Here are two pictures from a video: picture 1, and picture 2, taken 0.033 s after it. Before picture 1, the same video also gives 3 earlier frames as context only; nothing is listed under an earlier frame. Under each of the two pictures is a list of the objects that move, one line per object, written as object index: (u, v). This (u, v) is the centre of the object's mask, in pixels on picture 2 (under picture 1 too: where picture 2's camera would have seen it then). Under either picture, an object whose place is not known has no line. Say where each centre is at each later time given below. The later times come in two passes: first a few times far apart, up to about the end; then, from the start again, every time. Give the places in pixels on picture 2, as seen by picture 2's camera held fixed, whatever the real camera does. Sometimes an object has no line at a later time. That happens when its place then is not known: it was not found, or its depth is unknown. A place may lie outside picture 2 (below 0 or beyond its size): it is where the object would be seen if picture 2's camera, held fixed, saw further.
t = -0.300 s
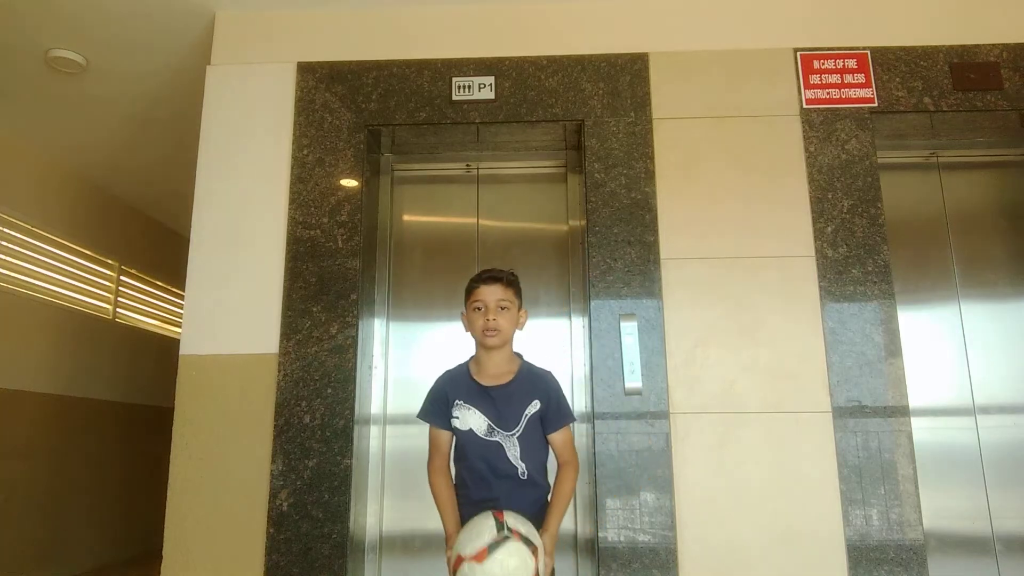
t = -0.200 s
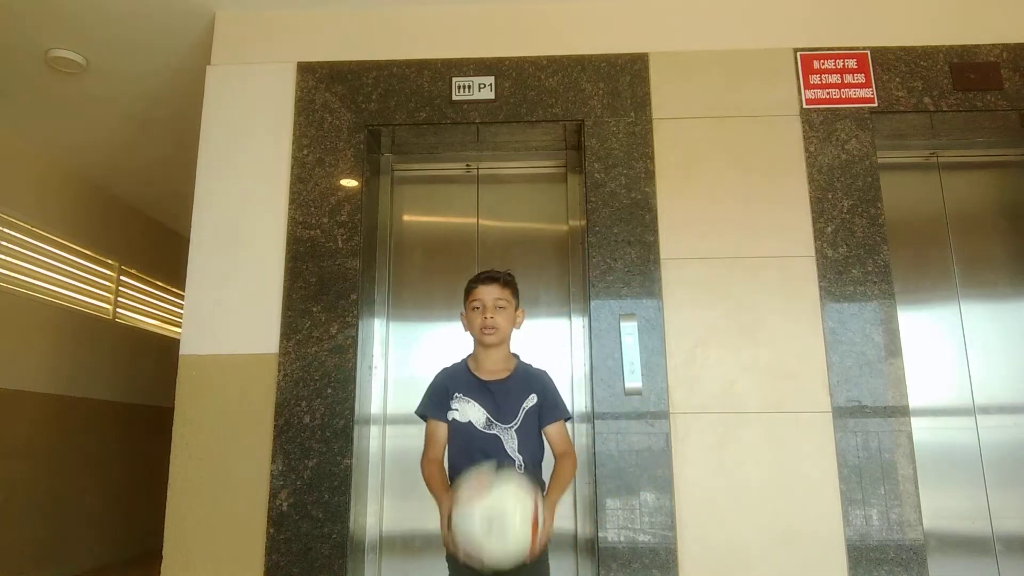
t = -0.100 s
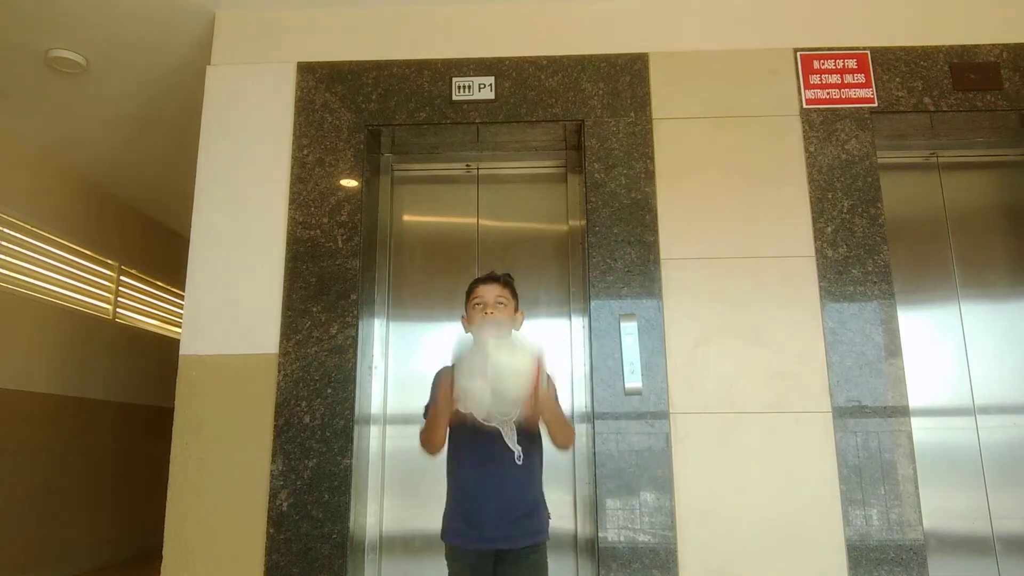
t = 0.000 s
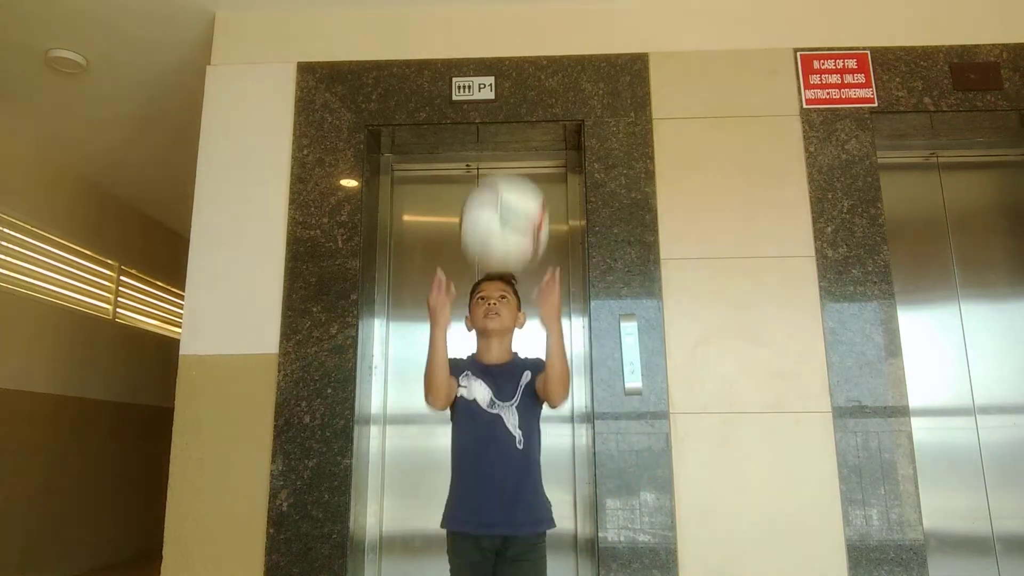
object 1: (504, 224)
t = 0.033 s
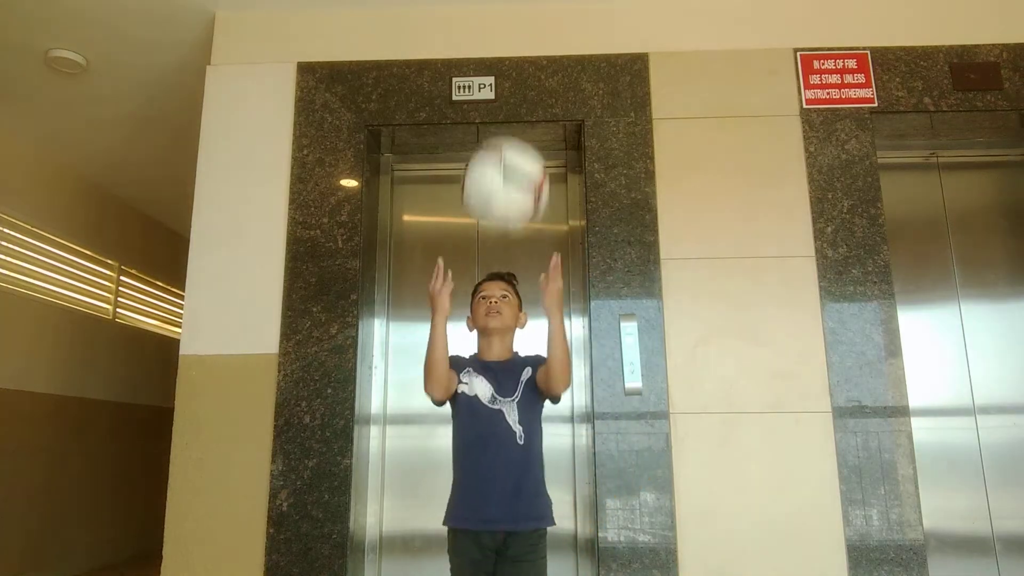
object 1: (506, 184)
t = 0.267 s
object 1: (514, 63)
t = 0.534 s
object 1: (525, 154)
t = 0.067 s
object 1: (507, 153)
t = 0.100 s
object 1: (508, 127)
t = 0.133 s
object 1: (509, 108)
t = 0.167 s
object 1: (510, 92)
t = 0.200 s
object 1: (511, 78)
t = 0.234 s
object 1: (512, 69)
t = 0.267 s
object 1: (514, 63)
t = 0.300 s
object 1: (515, 62)
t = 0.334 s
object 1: (516, 64)
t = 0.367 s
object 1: (518, 70)
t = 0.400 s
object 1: (519, 80)
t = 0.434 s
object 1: (520, 94)
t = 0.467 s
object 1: (522, 109)
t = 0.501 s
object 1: (523, 128)
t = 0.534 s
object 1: (525, 154)
